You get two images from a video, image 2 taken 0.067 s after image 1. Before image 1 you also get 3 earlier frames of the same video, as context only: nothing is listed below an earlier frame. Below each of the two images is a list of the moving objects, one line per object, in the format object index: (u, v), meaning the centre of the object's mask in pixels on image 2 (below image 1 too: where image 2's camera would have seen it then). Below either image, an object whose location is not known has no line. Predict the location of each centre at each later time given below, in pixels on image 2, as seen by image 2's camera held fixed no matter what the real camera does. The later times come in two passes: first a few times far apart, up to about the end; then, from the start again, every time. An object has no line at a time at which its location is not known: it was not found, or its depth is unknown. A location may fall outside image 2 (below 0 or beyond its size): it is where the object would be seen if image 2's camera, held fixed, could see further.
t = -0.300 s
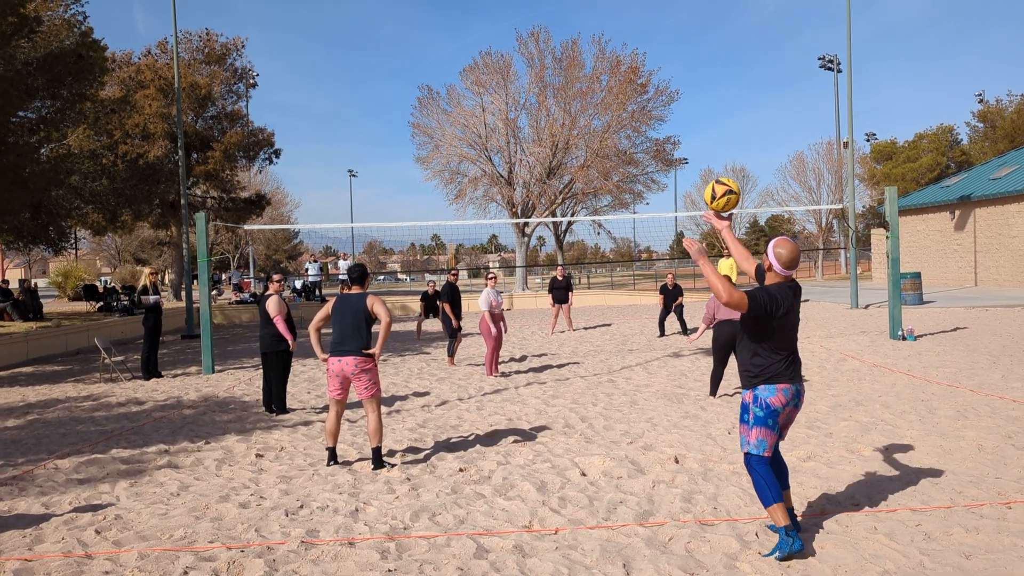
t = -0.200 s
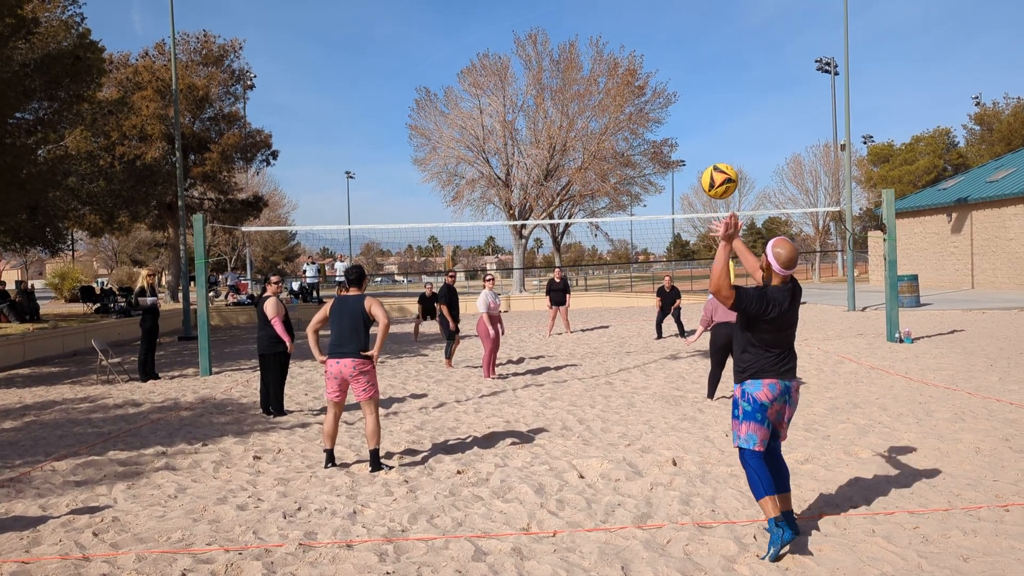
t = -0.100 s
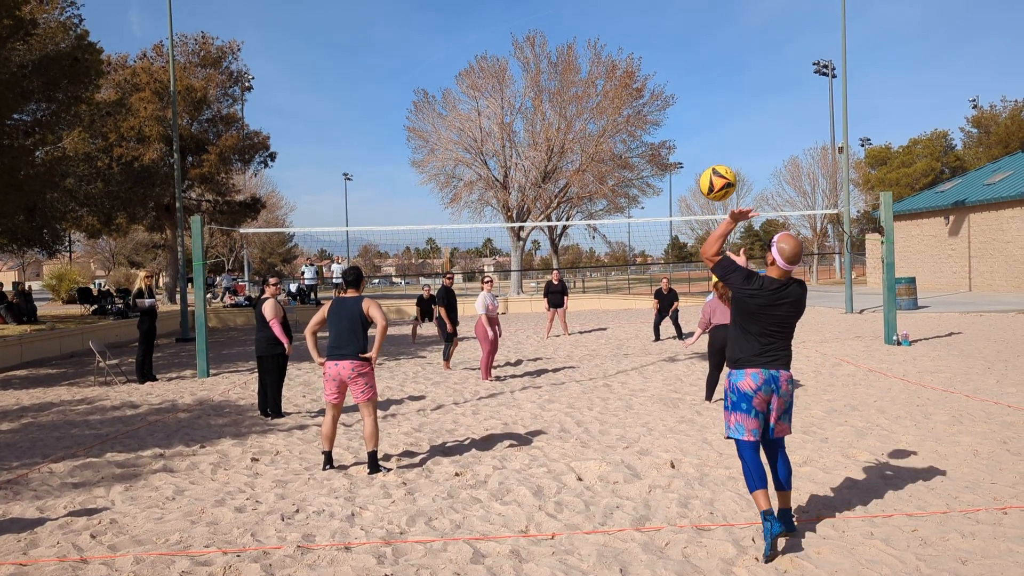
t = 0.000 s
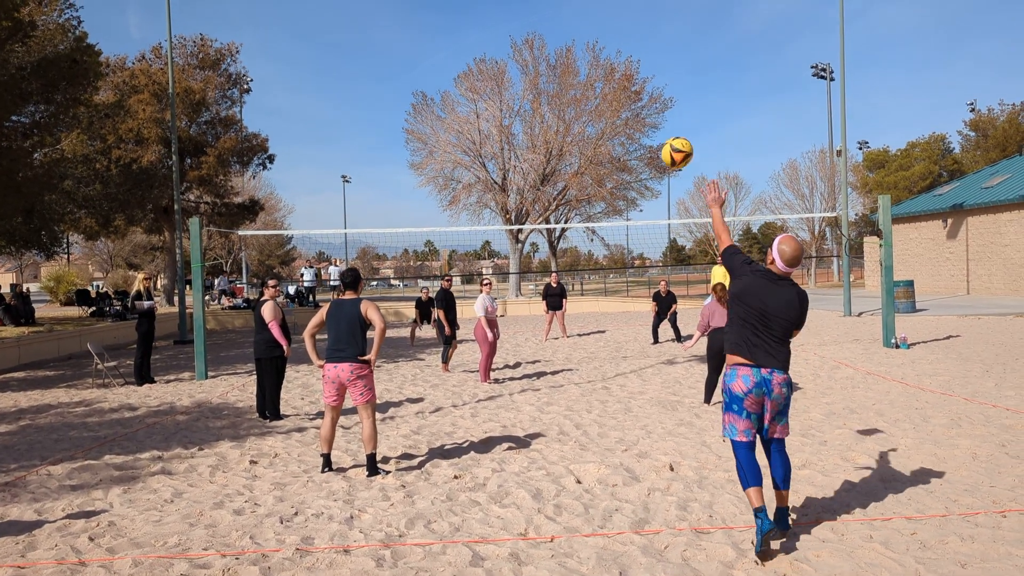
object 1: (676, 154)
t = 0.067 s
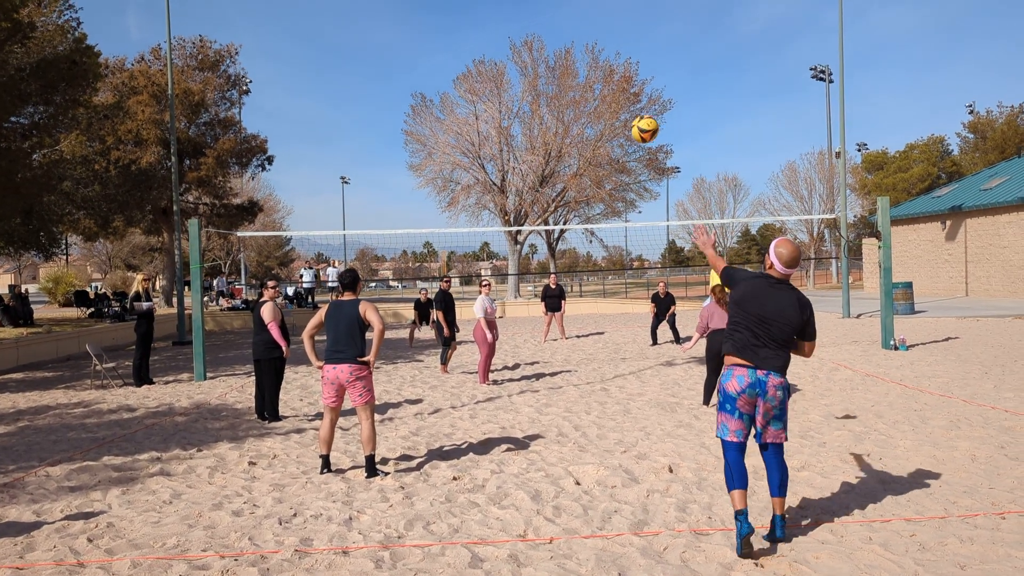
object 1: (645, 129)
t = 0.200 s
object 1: (599, 107)
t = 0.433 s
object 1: (550, 120)
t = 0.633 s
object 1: (523, 156)
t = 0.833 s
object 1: (505, 202)
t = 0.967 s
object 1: (494, 238)
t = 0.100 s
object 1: (631, 120)
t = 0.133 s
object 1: (619, 114)
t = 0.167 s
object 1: (608, 109)
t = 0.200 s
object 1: (599, 107)
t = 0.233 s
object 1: (590, 105)
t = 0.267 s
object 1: (581, 106)
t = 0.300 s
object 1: (574, 107)
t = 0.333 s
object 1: (567, 110)
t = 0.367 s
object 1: (561, 112)
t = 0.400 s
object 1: (555, 116)
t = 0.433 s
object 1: (550, 120)
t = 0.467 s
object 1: (544, 125)
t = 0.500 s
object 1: (540, 131)
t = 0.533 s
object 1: (535, 137)
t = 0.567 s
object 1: (531, 143)
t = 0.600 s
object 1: (527, 149)
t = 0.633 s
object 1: (523, 156)
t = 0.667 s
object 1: (520, 163)
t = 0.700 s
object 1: (517, 170)
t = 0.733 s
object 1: (514, 178)
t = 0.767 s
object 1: (511, 185)
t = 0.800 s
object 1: (508, 194)
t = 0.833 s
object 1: (505, 202)
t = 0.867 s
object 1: (502, 211)
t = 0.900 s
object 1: (500, 219)
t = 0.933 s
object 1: (497, 228)
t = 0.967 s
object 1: (494, 238)
